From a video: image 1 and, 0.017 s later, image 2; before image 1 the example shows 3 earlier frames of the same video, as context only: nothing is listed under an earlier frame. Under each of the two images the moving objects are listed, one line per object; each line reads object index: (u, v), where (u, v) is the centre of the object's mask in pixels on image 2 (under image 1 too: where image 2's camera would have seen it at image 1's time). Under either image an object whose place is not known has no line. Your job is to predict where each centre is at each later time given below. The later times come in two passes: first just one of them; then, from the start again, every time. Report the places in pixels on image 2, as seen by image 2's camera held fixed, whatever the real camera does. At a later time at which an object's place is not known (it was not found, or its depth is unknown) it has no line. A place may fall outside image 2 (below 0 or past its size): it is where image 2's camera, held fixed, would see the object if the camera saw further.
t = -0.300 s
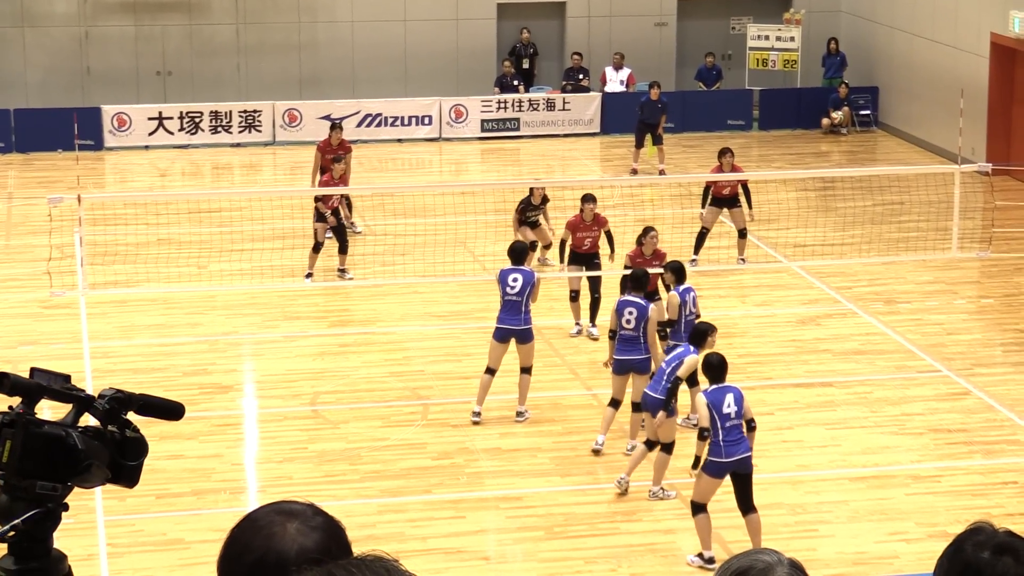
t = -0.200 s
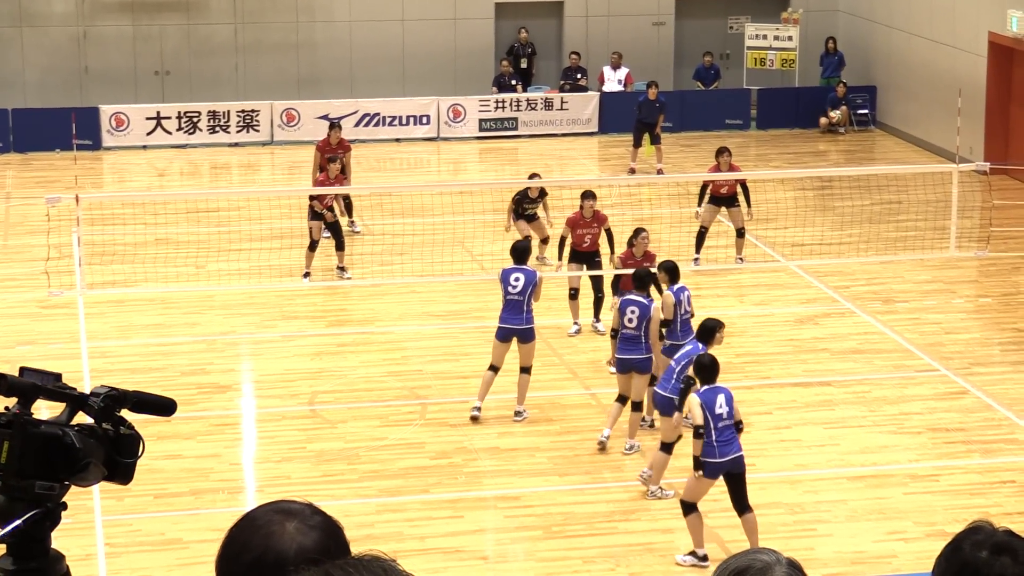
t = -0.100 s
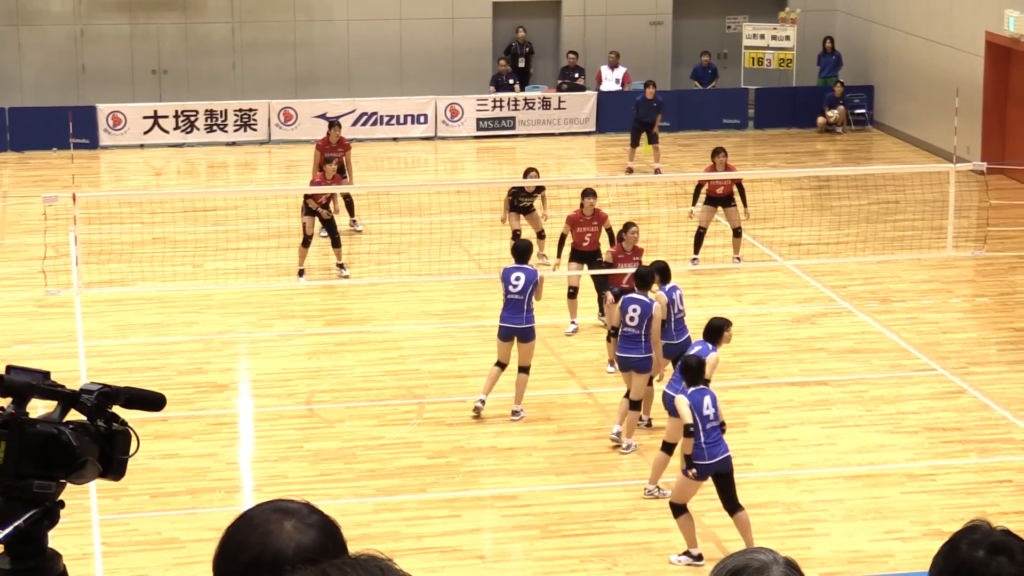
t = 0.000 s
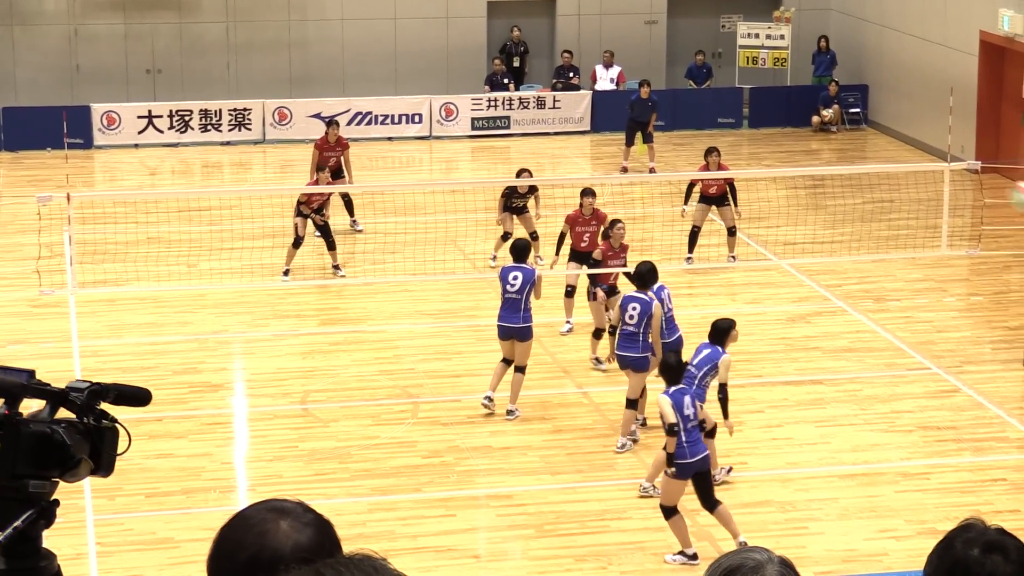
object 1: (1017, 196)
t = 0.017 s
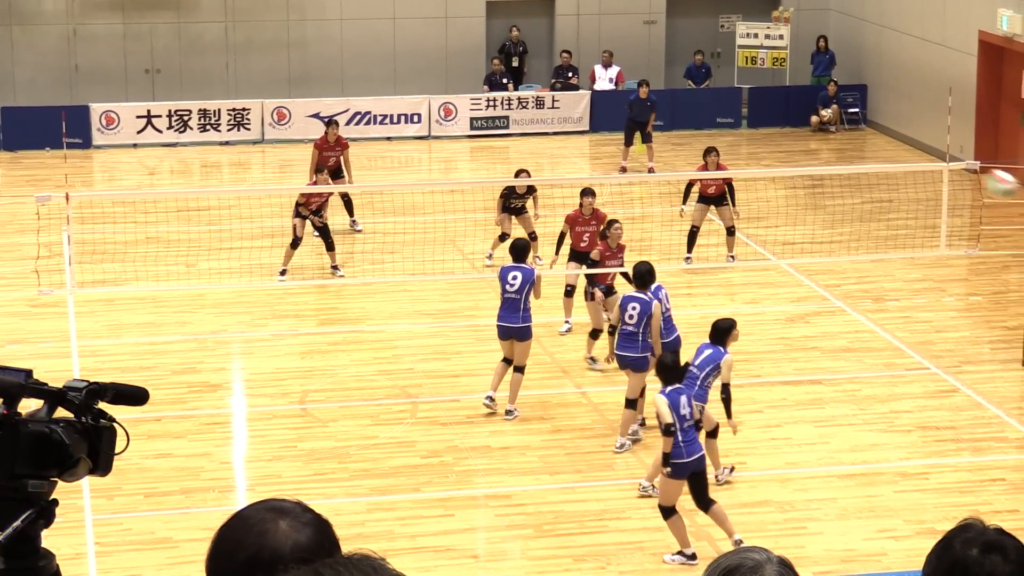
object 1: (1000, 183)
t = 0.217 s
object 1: (753, 82)
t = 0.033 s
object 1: (979, 173)
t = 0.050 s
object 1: (955, 161)
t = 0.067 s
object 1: (931, 150)
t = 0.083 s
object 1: (910, 140)
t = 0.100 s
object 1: (888, 129)
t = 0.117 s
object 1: (867, 120)
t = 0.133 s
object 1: (847, 115)
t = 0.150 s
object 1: (826, 107)
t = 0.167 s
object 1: (807, 100)
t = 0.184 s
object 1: (789, 94)
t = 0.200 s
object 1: (771, 87)
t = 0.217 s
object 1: (753, 82)
